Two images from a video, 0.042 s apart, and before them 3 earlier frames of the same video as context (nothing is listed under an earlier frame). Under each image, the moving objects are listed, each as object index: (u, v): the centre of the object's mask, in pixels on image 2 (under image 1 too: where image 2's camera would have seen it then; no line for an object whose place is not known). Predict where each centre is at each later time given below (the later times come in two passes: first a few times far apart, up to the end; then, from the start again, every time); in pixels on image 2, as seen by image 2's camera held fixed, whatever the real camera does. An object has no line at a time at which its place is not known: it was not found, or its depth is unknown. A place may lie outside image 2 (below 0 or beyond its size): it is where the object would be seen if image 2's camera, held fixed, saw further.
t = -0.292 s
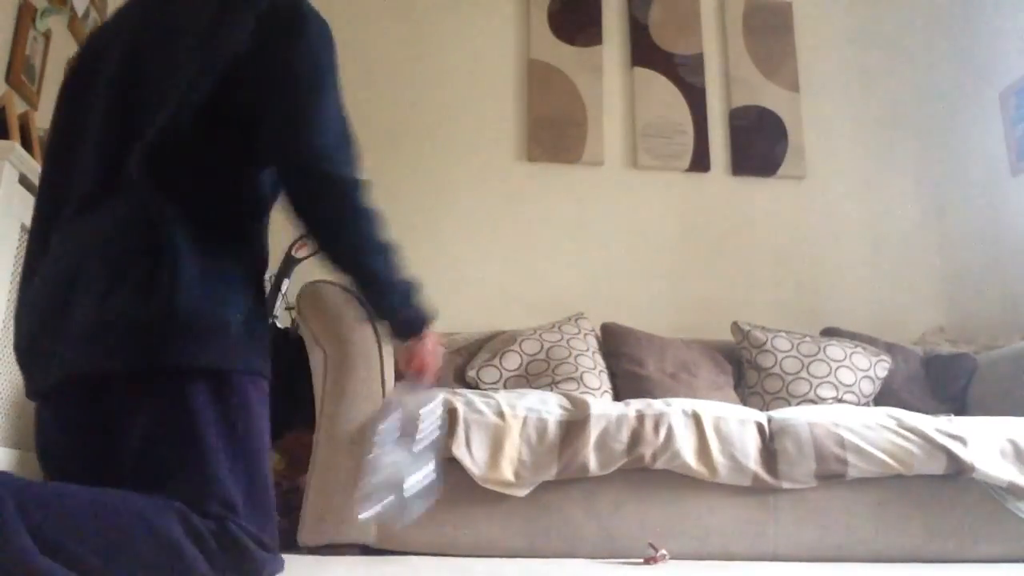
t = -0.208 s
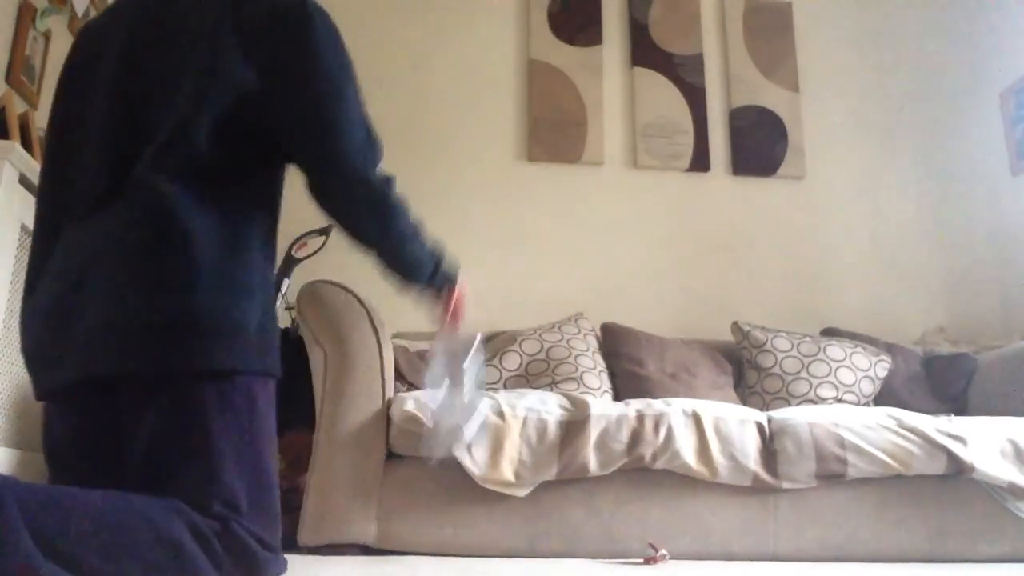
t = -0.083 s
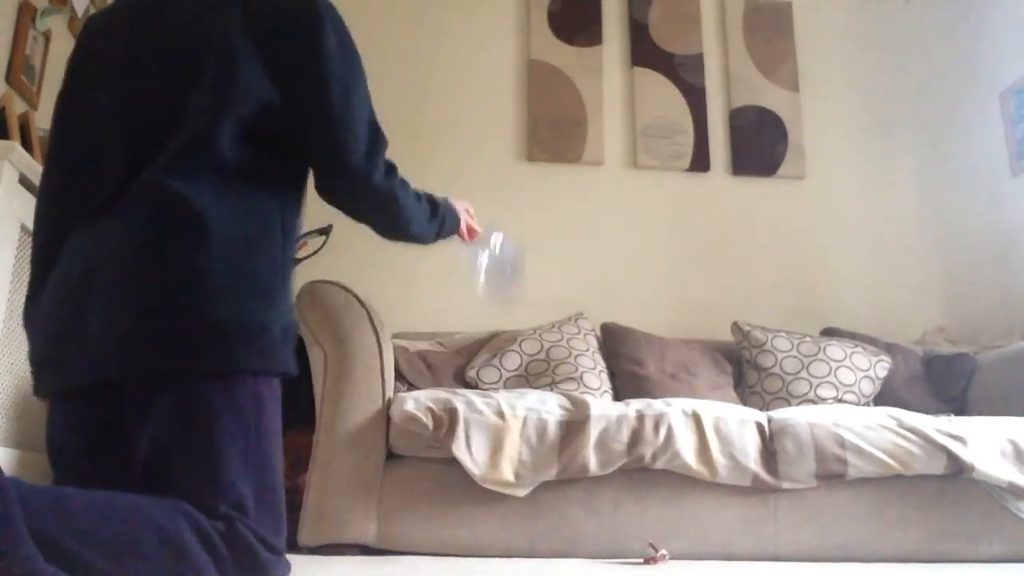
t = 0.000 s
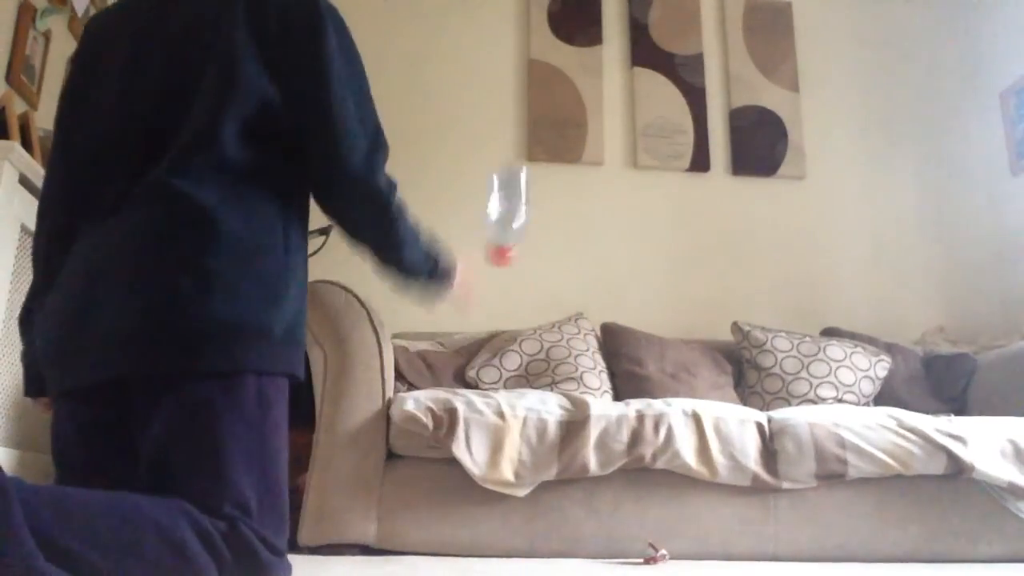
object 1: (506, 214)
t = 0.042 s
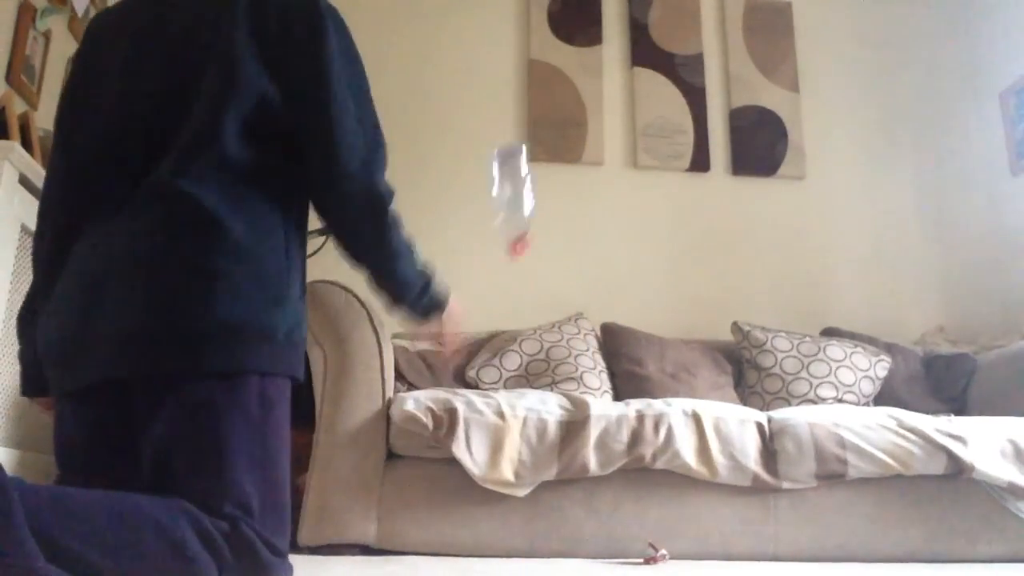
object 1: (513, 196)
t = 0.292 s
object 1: (526, 215)
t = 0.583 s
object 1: (539, 379)
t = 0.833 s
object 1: (543, 386)
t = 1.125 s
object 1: (542, 384)
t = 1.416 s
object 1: (542, 385)
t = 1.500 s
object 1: (542, 385)
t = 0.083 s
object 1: (518, 179)
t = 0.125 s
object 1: (519, 167)
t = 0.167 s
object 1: (520, 165)
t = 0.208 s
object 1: (521, 170)
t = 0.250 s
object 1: (521, 190)
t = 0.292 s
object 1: (526, 215)
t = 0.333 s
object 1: (530, 243)
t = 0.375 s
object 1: (530, 278)
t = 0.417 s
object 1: (532, 316)
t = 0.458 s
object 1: (533, 352)
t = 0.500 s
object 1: (535, 374)
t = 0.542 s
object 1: (537, 374)
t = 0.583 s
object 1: (539, 379)
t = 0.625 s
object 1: (540, 381)
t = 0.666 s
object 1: (542, 384)
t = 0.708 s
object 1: (543, 386)
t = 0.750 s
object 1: (543, 386)
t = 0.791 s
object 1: (543, 386)
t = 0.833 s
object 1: (543, 386)
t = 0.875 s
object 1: (543, 385)
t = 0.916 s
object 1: (543, 385)
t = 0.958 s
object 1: (542, 384)
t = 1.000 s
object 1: (542, 384)
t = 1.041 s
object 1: (542, 385)
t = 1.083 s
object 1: (542, 384)
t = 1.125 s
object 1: (542, 384)
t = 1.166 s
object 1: (542, 384)
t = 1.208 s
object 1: (542, 385)
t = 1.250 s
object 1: (542, 384)
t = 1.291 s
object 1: (542, 385)
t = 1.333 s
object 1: (542, 385)
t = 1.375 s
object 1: (542, 385)
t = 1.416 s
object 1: (542, 385)
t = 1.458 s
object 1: (542, 385)
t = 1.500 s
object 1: (542, 385)
